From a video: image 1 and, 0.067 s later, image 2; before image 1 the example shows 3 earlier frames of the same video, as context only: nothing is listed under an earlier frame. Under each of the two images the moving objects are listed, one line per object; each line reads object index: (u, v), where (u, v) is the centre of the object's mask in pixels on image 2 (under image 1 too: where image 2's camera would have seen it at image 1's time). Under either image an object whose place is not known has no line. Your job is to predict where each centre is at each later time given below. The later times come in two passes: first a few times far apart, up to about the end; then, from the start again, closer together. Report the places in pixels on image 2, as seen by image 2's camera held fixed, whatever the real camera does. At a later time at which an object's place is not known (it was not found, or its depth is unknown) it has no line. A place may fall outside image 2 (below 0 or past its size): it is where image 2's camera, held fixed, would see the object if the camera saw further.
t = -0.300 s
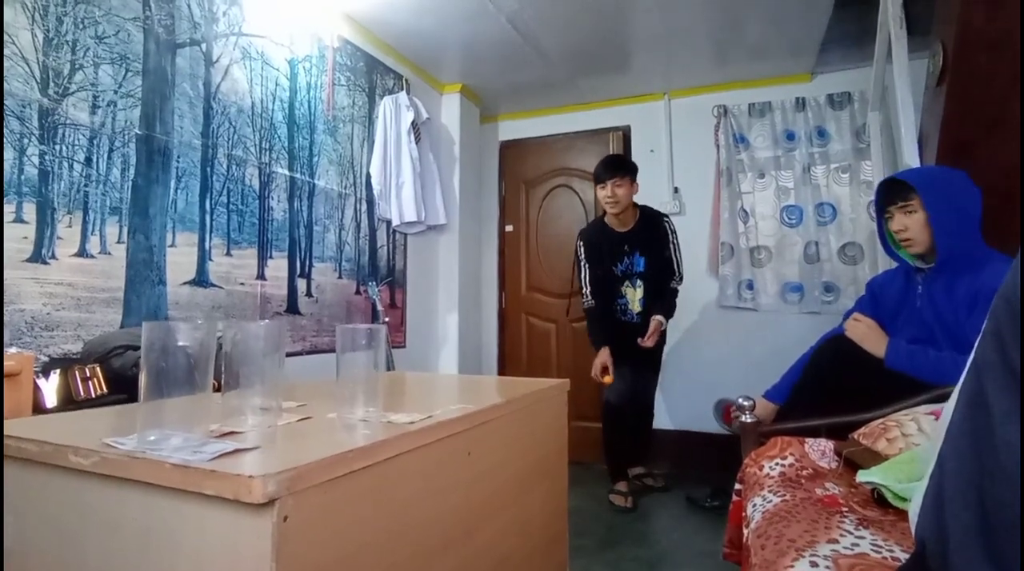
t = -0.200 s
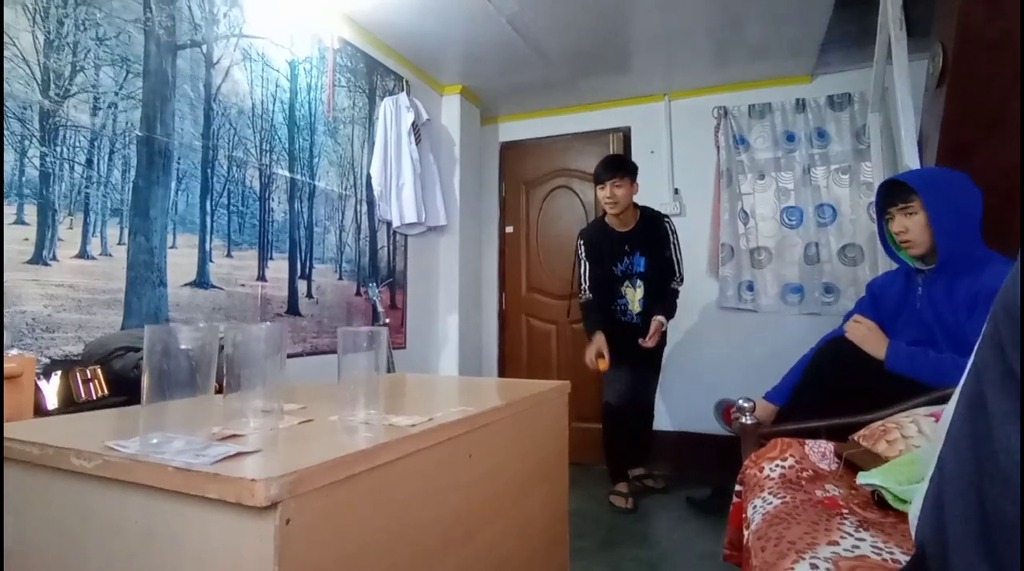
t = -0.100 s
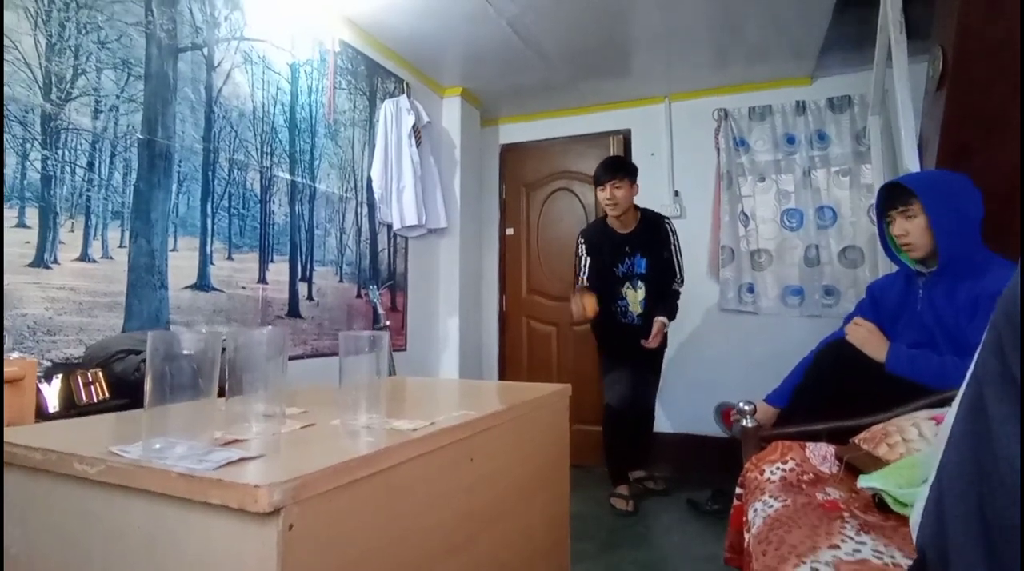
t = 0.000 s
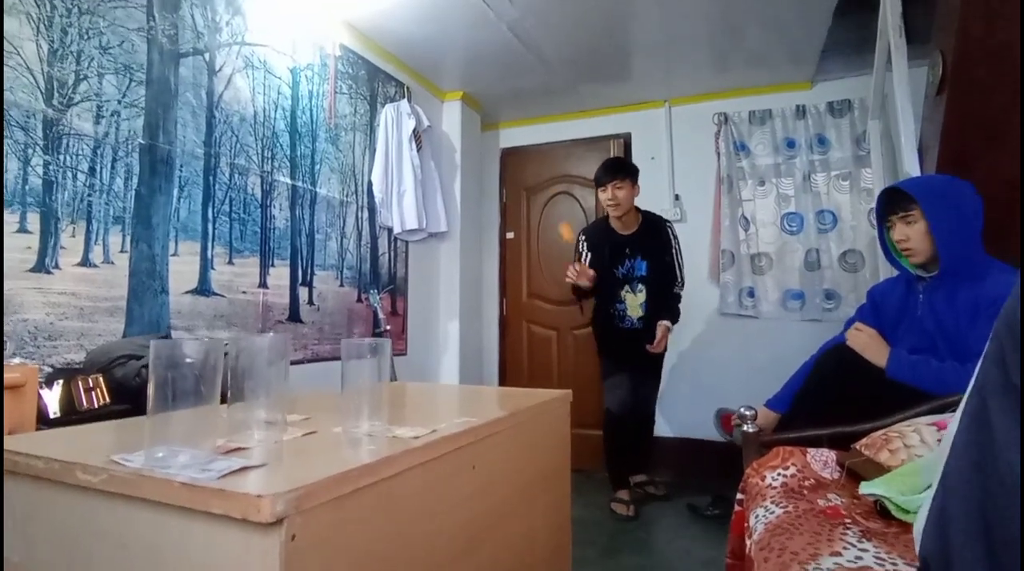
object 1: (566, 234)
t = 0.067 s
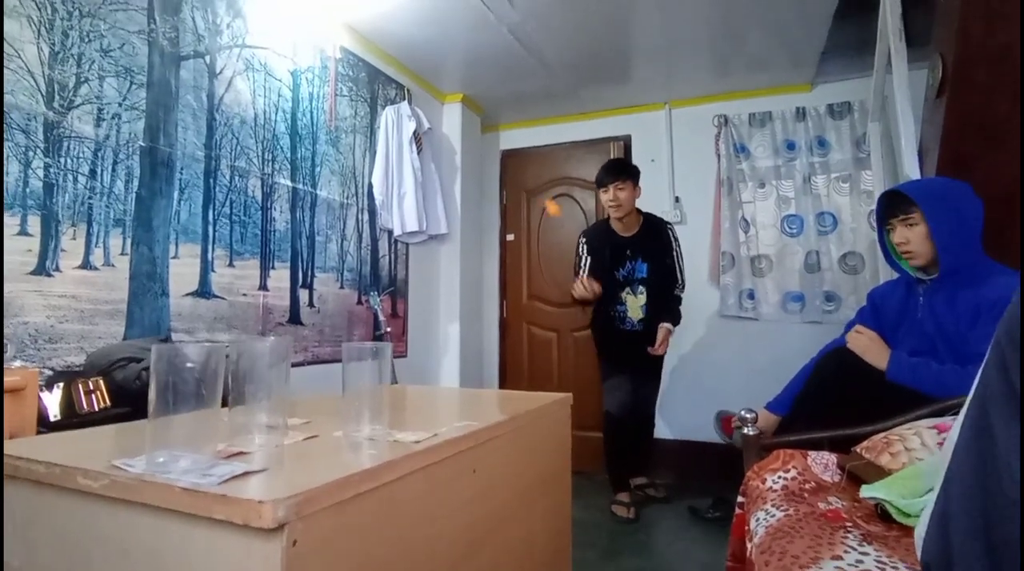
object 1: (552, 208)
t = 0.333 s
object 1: (472, 247)
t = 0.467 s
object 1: (404, 365)
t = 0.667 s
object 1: (334, 155)
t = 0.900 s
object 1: (183, 206)
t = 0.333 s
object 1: (472, 247)
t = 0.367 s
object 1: (457, 278)
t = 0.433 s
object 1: (420, 369)
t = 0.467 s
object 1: (404, 365)
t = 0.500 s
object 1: (394, 321)
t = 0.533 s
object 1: (383, 280)
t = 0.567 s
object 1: (372, 242)
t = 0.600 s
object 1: (362, 208)
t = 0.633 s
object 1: (348, 179)
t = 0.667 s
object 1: (334, 155)
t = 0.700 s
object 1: (320, 137)
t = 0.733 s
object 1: (302, 126)
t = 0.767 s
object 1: (285, 121)
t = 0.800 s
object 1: (263, 125)
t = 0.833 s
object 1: (240, 139)
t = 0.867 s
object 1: (214, 165)
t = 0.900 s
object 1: (183, 206)
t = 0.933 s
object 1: (148, 268)
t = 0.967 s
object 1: (103, 358)
